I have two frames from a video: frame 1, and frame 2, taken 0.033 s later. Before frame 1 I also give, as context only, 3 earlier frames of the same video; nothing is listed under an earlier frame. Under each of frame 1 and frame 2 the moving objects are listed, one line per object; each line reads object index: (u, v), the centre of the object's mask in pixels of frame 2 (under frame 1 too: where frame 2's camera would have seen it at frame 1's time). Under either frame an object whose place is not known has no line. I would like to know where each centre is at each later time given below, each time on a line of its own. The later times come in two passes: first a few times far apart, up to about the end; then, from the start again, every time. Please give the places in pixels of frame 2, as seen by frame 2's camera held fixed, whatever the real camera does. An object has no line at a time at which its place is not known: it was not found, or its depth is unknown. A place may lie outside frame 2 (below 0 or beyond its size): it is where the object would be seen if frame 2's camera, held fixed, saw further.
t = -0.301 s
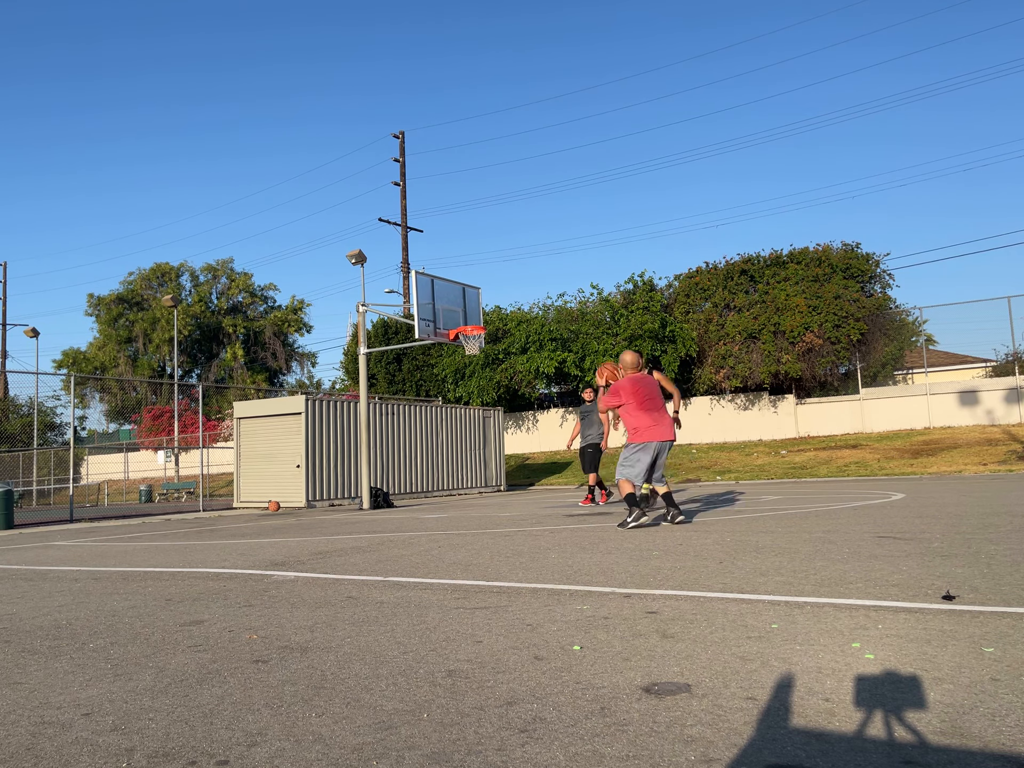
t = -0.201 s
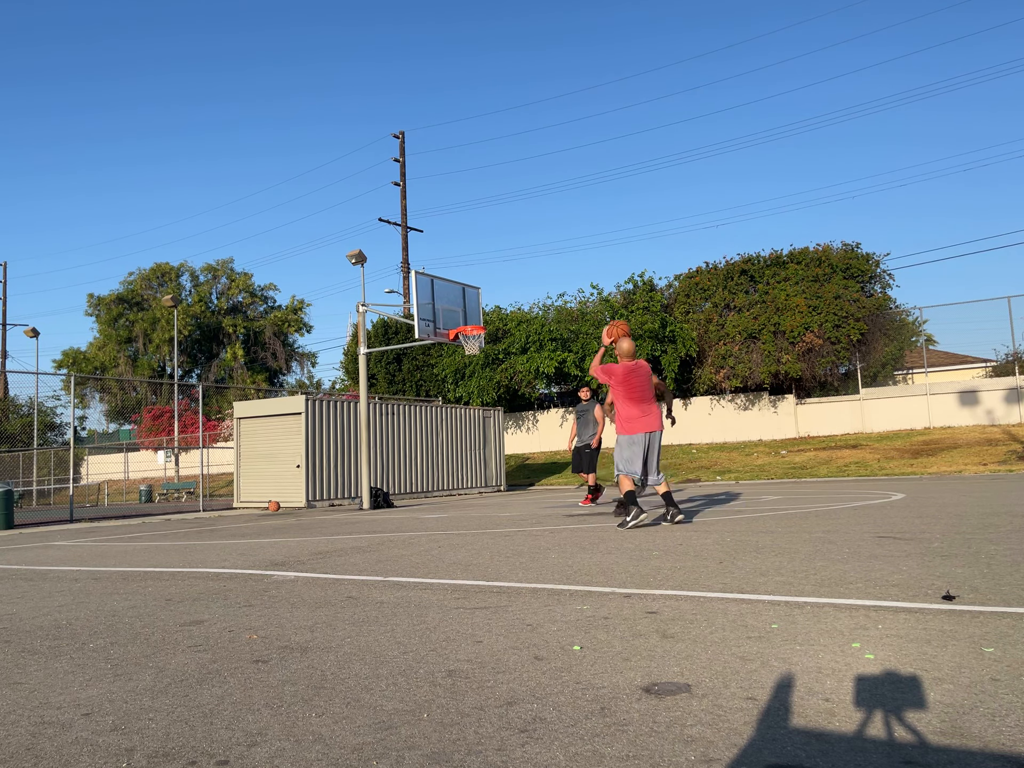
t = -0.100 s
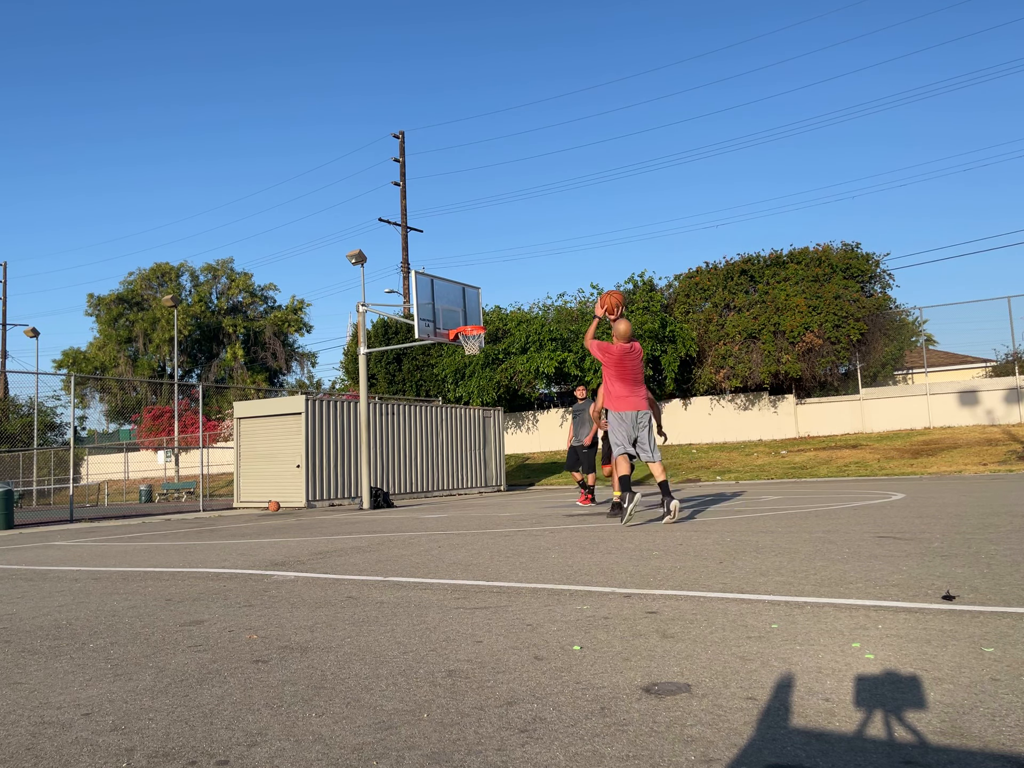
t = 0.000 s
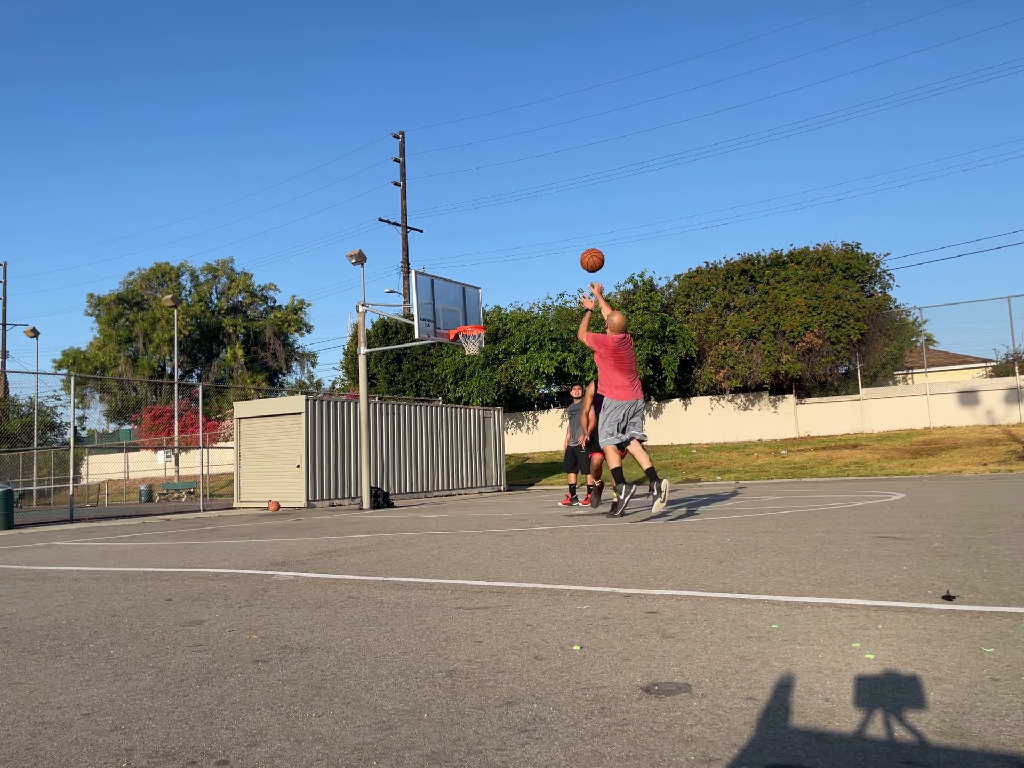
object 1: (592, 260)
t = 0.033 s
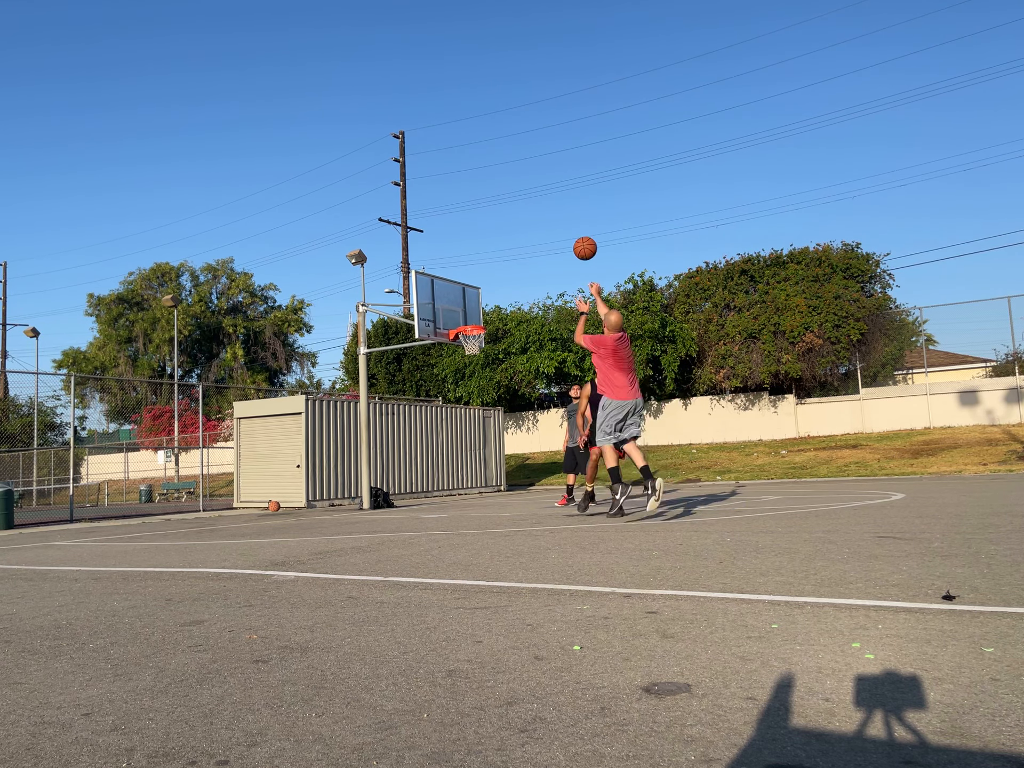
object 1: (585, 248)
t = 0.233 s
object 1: (549, 207)
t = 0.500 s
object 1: (516, 208)
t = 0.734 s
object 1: (496, 247)
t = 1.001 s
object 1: (479, 320)
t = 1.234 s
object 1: (462, 288)
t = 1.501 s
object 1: (471, 279)
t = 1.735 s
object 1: (481, 305)
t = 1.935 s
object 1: (488, 351)
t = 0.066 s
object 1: (578, 238)
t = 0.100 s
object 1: (572, 229)
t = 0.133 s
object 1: (566, 222)
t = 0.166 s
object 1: (560, 215)
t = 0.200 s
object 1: (554, 210)
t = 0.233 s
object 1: (549, 207)
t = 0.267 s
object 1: (544, 204)
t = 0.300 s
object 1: (539, 202)
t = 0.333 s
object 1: (535, 201)
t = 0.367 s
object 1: (531, 201)
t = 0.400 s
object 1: (527, 202)
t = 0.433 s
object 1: (523, 203)
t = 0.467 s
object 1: (519, 206)
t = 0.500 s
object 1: (516, 208)
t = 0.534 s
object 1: (512, 212)
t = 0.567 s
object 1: (509, 216)
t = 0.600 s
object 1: (506, 221)
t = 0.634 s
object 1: (503, 227)
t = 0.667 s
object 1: (501, 233)
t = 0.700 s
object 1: (498, 240)
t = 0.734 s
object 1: (496, 247)
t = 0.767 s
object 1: (493, 254)
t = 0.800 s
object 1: (491, 263)
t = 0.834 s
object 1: (489, 271)
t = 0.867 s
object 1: (487, 280)
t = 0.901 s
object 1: (485, 290)
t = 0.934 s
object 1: (483, 299)
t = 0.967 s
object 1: (481, 310)
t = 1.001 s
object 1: (479, 320)
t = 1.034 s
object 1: (476, 320)
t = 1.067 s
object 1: (472, 314)
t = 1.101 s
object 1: (469, 307)
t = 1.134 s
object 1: (465, 302)
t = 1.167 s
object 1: (461, 297)
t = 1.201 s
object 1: (461, 292)
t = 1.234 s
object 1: (462, 288)
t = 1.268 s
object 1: (463, 285)
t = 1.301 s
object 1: (464, 282)
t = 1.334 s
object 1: (465, 280)
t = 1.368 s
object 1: (466, 278)
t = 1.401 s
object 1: (468, 278)
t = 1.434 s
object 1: (469, 277)
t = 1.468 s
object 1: (470, 278)
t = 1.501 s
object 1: (471, 279)
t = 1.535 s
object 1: (473, 280)
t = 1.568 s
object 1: (474, 283)
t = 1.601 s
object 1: (475, 286)
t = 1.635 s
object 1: (476, 290)
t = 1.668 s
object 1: (478, 294)
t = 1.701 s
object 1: (479, 299)
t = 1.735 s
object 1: (481, 305)
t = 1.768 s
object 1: (482, 311)
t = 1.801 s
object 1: (483, 319)
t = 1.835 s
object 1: (485, 326)
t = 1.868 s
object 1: (487, 335)
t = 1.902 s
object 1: (488, 344)
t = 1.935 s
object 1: (488, 351)
